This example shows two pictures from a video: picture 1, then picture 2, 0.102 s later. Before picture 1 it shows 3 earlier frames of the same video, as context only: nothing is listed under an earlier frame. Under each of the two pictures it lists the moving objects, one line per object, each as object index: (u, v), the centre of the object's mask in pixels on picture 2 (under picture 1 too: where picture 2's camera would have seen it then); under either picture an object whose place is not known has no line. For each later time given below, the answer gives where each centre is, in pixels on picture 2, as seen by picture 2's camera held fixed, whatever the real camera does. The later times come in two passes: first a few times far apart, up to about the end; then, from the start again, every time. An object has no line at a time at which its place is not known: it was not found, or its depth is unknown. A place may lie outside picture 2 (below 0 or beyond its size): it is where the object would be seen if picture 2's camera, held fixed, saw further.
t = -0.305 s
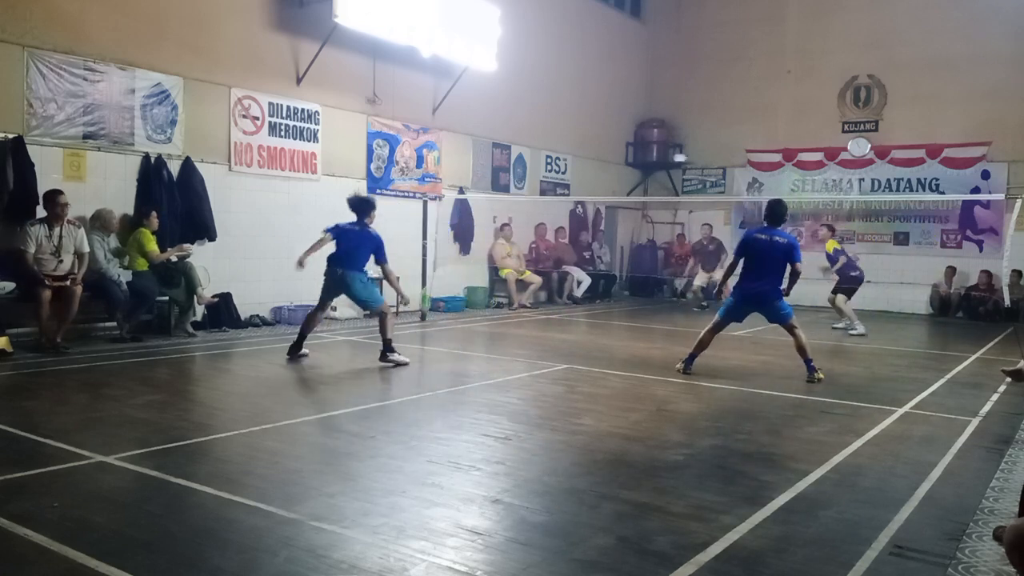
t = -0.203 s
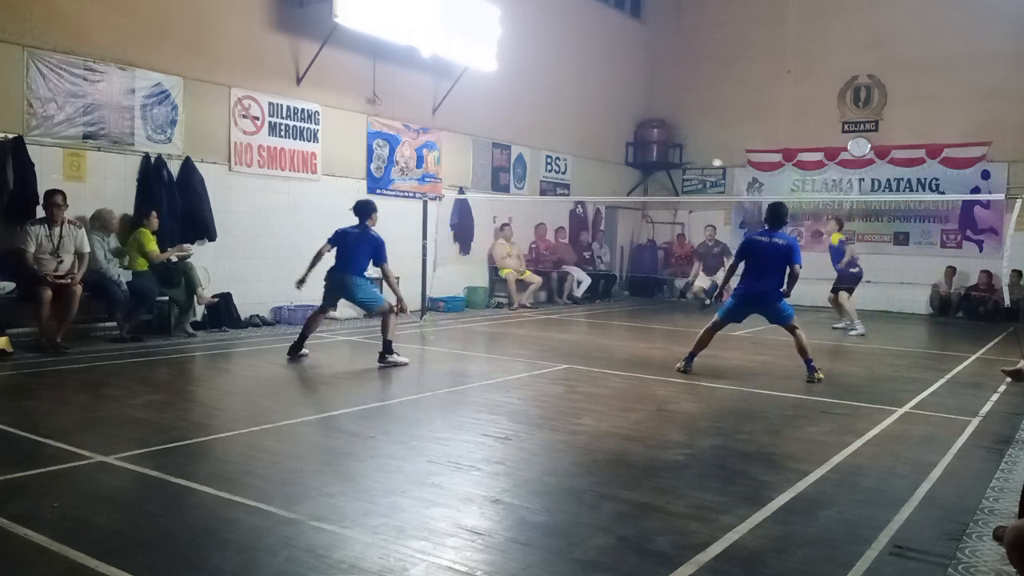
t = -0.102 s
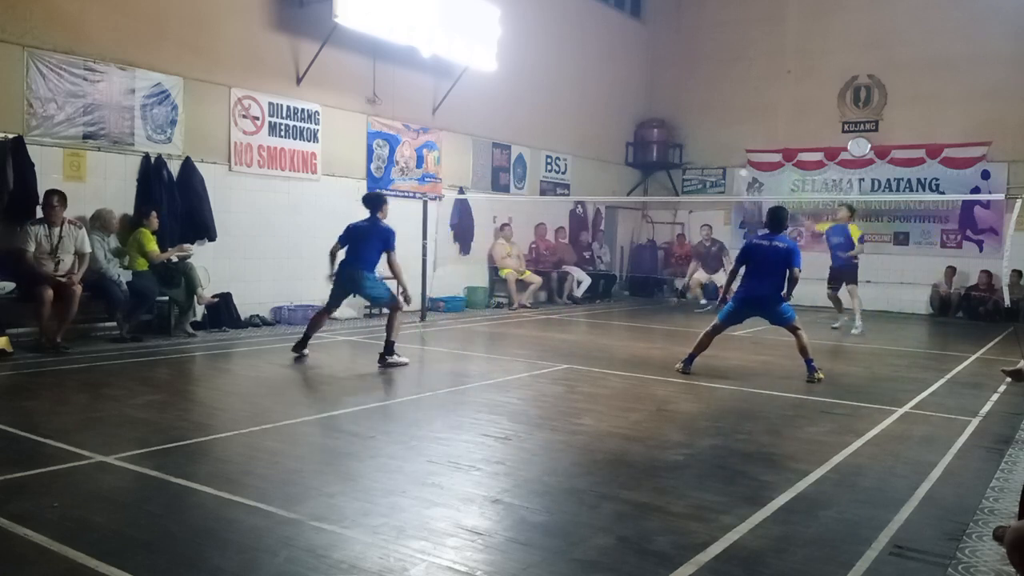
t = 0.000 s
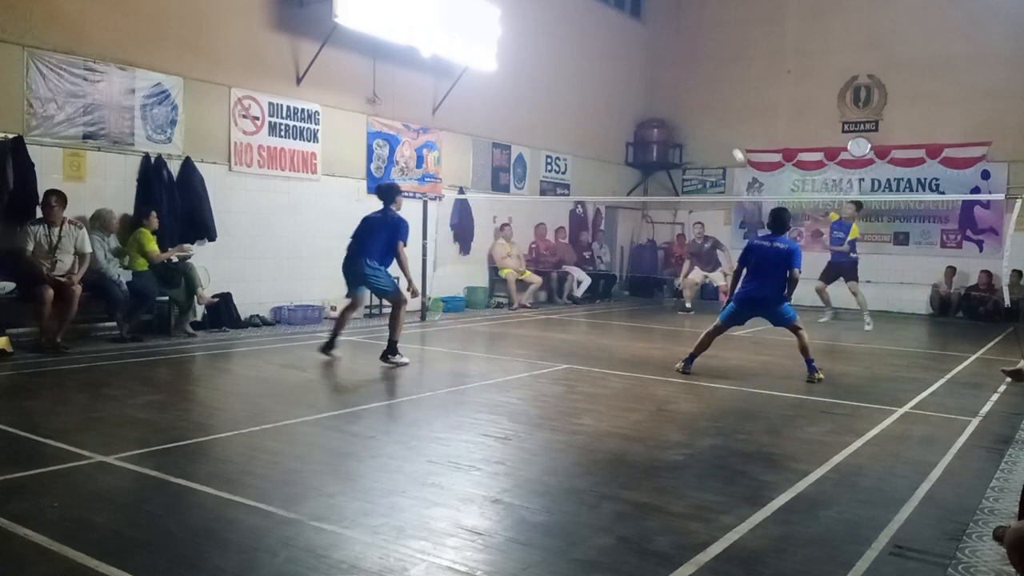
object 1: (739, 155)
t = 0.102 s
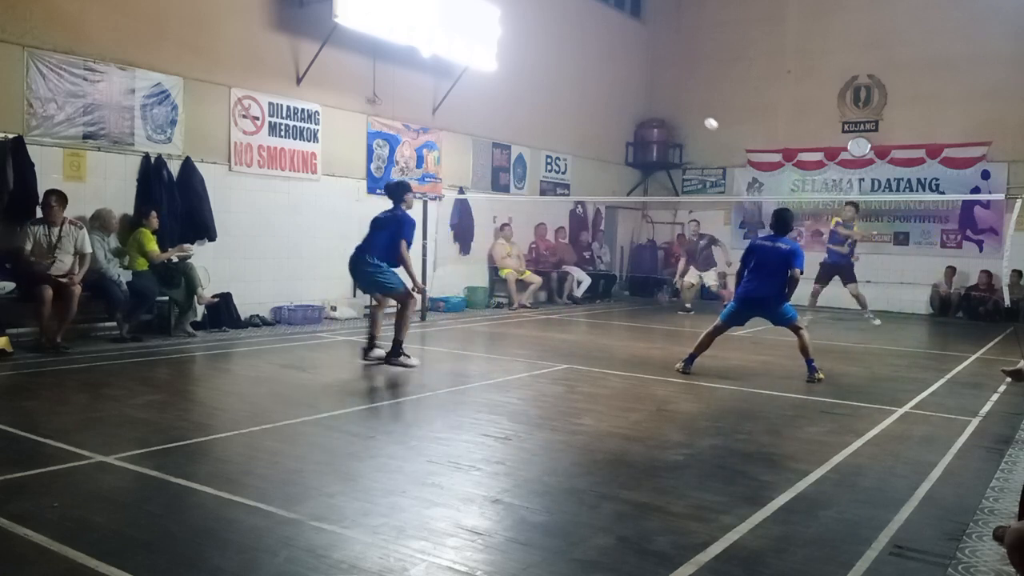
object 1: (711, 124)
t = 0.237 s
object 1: (679, 108)
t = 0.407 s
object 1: (643, 123)
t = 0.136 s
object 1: (702, 117)
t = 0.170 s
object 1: (694, 112)
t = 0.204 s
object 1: (686, 109)
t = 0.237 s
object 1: (679, 108)
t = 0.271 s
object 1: (671, 108)
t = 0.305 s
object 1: (663, 110)
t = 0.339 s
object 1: (657, 113)
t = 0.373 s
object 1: (649, 118)
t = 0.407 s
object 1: (643, 123)
